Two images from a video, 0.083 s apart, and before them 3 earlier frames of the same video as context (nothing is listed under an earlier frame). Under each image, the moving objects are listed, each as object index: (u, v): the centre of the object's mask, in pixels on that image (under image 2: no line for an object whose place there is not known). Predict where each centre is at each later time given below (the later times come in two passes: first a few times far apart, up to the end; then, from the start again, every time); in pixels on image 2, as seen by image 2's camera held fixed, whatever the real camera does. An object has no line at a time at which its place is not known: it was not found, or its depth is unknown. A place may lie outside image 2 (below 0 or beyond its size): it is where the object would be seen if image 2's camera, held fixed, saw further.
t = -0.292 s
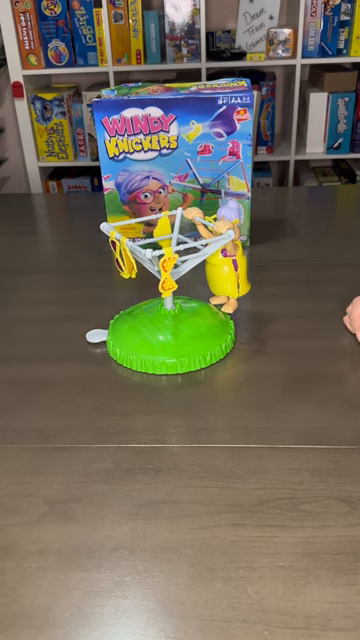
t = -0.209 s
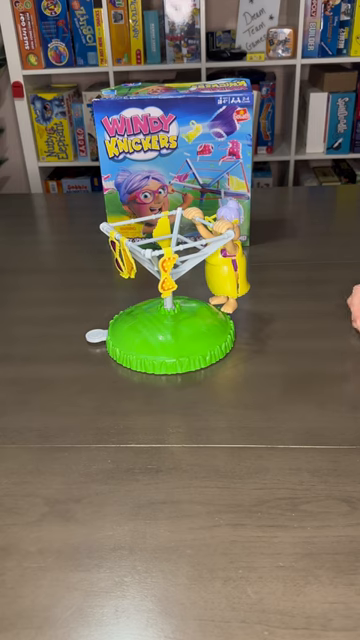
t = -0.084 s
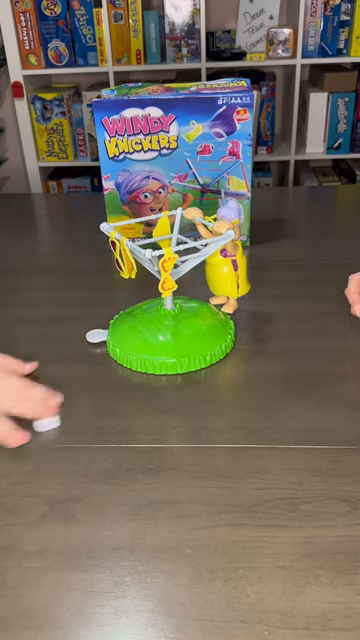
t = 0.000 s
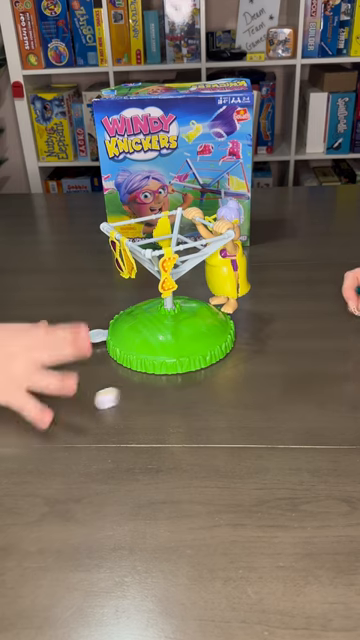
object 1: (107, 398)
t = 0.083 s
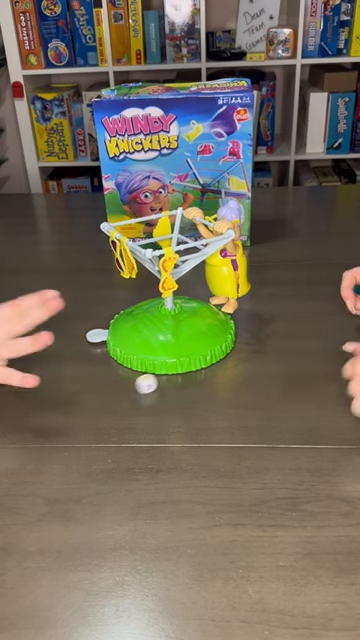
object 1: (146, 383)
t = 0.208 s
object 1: (178, 374)
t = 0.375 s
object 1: (187, 374)
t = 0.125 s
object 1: (159, 379)
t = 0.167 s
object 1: (170, 375)
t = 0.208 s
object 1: (178, 374)
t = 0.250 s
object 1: (183, 374)
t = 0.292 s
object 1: (187, 374)
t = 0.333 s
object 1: (187, 374)
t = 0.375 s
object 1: (187, 374)
